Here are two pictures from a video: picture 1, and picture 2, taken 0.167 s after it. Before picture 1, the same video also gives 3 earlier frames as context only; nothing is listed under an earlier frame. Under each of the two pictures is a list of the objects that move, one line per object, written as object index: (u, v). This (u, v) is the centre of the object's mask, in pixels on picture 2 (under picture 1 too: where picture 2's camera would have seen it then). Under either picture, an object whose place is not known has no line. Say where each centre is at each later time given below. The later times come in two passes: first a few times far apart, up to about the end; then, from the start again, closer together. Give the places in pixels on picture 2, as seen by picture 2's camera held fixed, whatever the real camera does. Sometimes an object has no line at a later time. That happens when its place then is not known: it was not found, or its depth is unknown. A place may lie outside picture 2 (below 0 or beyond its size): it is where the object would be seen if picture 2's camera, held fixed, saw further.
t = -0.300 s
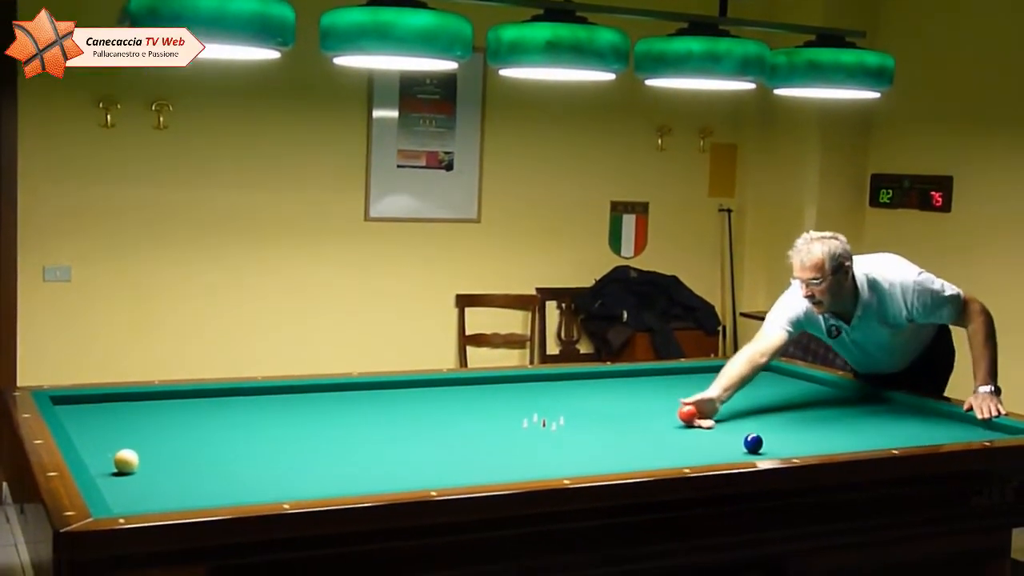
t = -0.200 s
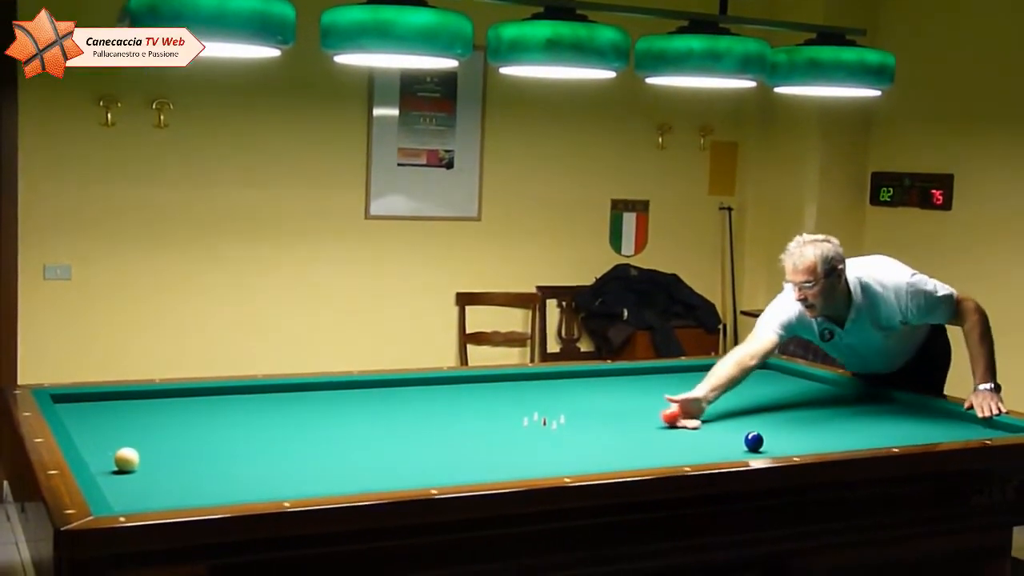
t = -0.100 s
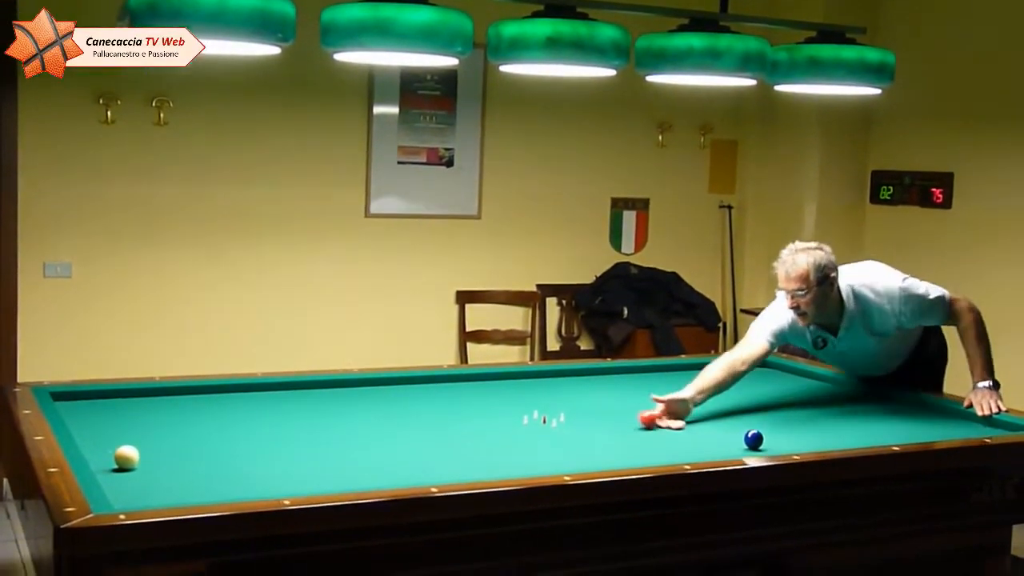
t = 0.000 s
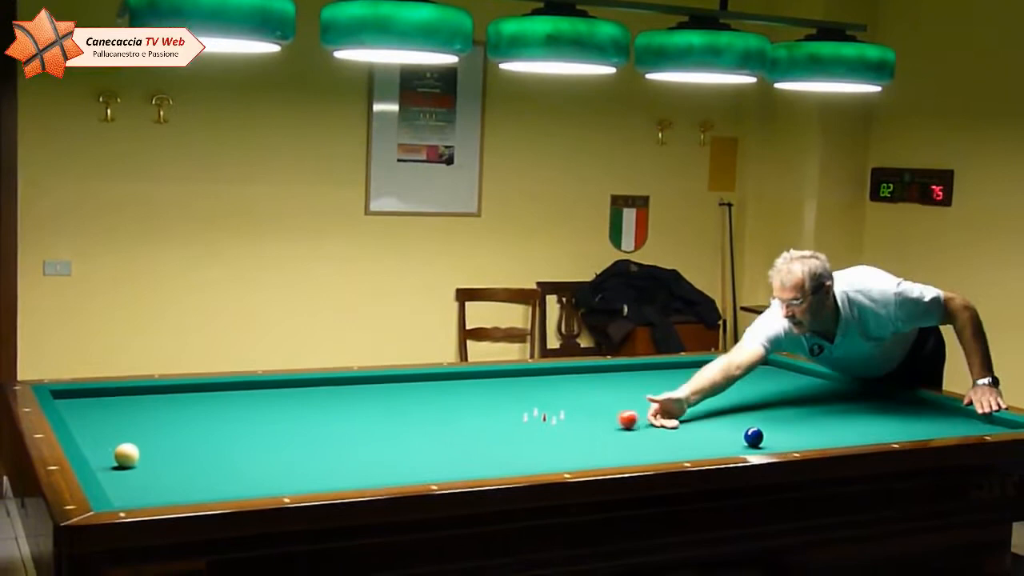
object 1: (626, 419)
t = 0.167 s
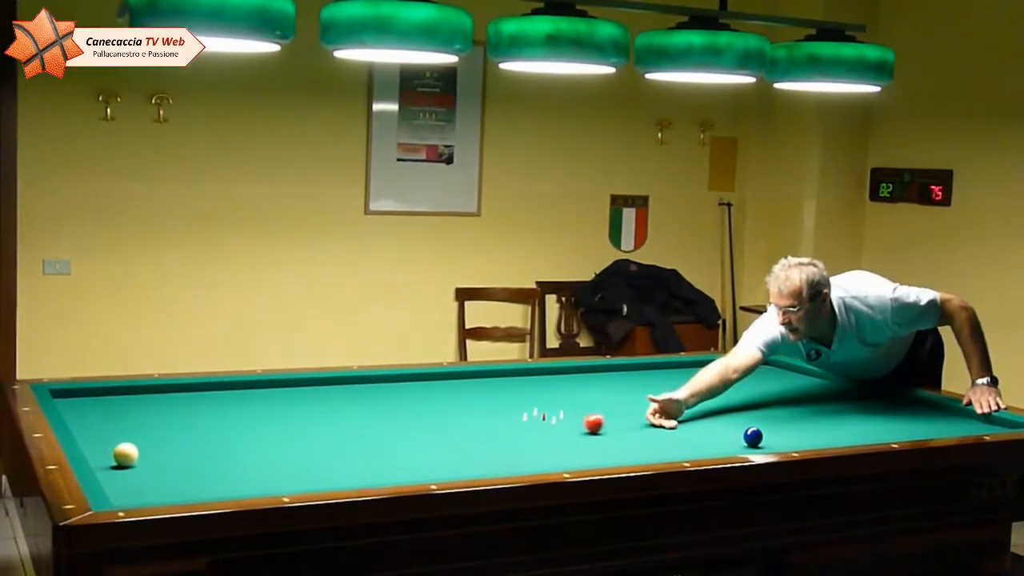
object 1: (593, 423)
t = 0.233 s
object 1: (579, 426)
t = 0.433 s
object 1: (537, 431)
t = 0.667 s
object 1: (486, 437)
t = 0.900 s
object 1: (432, 444)
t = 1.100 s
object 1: (384, 450)
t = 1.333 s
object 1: (325, 458)
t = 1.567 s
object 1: (264, 466)
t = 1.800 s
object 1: (199, 474)
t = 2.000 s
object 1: (142, 482)
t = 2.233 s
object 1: (144, 484)
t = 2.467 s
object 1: (184, 484)
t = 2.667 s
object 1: (216, 483)
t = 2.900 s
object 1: (252, 482)
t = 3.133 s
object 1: (288, 480)
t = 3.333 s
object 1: (316, 479)
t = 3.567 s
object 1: (349, 477)
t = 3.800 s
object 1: (379, 476)
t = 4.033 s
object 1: (409, 475)
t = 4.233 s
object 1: (434, 473)
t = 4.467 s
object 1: (460, 472)
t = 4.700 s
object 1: (482, 469)
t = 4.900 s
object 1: (498, 468)
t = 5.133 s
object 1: (517, 466)
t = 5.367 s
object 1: (535, 464)
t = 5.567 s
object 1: (549, 462)
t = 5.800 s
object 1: (564, 460)
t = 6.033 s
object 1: (578, 459)
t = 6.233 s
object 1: (589, 457)
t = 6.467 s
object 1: (603, 456)
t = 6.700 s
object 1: (616, 454)
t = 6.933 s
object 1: (627, 453)
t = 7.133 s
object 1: (637, 451)
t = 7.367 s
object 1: (647, 450)
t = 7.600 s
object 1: (657, 449)
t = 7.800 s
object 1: (665, 448)
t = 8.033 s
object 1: (674, 447)
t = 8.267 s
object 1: (684, 446)
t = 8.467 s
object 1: (690, 445)
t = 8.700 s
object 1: (697, 444)
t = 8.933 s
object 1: (705, 443)
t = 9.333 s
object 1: (715, 442)
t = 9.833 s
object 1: (726, 441)
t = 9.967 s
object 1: (728, 441)
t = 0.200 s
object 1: (587, 425)
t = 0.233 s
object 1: (579, 426)
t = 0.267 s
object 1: (572, 426)
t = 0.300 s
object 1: (565, 427)
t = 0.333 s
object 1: (559, 428)
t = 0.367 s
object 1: (552, 429)
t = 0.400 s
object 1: (545, 430)
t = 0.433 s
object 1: (537, 431)
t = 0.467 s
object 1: (530, 432)
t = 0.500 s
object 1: (523, 433)
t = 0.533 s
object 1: (516, 434)
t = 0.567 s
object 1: (508, 435)
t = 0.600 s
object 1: (501, 436)
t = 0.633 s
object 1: (493, 436)
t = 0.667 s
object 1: (486, 437)
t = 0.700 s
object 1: (478, 438)
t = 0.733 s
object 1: (471, 439)
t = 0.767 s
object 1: (463, 440)
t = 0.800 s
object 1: (455, 441)
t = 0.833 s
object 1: (448, 442)
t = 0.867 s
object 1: (440, 443)
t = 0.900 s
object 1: (432, 444)
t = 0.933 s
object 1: (425, 445)
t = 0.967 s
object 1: (417, 446)
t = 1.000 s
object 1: (409, 447)
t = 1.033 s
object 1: (401, 448)
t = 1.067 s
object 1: (392, 450)
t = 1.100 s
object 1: (384, 450)
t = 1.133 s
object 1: (376, 451)
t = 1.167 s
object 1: (368, 452)
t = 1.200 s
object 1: (359, 453)
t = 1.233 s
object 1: (351, 455)
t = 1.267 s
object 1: (343, 456)
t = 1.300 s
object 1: (334, 457)
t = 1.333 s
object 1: (325, 458)
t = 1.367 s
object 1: (317, 459)
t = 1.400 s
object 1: (308, 460)
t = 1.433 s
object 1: (300, 461)
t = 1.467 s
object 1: (291, 462)
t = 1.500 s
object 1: (282, 463)
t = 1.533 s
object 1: (273, 465)
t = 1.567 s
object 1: (264, 466)
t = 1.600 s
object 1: (255, 467)
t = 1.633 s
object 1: (246, 468)
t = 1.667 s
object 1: (237, 469)
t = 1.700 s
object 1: (228, 470)
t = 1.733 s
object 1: (218, 472)
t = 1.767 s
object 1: (209, 473)
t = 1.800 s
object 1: (199, 474)
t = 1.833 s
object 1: (190, 475)
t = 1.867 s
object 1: (180, 477)
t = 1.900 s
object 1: (170, 478)
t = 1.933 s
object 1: (161, 479)
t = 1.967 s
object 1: (151, 481)
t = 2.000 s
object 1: (142, 482)
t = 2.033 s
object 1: (131, 483)
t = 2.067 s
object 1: (121, 485)
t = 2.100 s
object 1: (114, 485)
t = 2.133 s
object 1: (120, 486)
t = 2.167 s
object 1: (128, 485)
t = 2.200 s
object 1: (136, 485)
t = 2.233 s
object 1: (144, 484)
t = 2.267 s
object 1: (150, 484)
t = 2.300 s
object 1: (156, 484)
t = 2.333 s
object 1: (162, 484)
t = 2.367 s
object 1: (167, 484)
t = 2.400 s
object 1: (173, 484)
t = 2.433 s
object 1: (178, 484)
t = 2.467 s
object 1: (184, 484)
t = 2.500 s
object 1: (189, 484)
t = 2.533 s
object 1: (195, 483)
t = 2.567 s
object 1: (200, 483)
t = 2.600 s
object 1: (206, 483)
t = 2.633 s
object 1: (211, 483)
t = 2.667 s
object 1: (216, 483)
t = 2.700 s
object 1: (221, 482)
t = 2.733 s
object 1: (226, 482)
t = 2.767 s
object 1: (232, 482)
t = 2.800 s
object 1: (237, 482)
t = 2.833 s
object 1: (242, 482)
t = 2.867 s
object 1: (247, 482)
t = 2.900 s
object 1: (252, 482)
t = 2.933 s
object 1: (258, 481)
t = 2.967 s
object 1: (262, 481)
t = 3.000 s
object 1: (268, 481)
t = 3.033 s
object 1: (273, 481)
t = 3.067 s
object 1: (278, 481)
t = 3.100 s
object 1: (282, 480)
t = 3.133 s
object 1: (288, 480)
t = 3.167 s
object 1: (292, 480)
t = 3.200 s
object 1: (297, 480)
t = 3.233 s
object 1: (302, 480)
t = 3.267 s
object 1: (307, 479)
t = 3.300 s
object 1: (311, 479)
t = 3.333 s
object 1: (316, 479)
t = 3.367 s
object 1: (321, 479)
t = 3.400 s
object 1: (325, 479)
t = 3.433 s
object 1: (330, 478)
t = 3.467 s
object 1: (334, 478)
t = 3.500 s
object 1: (339, 478)
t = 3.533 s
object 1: (344, 478)
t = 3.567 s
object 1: (349, 477)
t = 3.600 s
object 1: (353, 478)
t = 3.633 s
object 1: (357, 477)
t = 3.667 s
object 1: (362, 477)
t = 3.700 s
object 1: (366, 477)
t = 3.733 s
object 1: (371, 477)
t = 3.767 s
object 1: (375, 476)
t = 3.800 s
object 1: (379, 476)
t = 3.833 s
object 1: (383, 476)
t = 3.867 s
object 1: (388, 476)
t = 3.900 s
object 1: (392, 476)
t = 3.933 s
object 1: (396, 476)
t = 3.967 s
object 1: (400, 475)
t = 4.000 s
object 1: (405, 475)
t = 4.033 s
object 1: (409, 475)
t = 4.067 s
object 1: (413, 474)
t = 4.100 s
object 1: (417, 474)
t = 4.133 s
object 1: (421, 474)
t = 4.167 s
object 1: (425, 474)
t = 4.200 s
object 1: (429, 473)
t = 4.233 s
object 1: (434, 473)
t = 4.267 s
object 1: (437, 473)
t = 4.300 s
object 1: (441, 473)
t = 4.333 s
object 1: (446, 472)
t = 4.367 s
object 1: (449, 472)
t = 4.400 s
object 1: (453, 472)
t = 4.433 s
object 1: (457, 472)
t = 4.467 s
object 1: (460, 472)
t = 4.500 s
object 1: (463, 471)
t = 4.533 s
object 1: (466, 471)
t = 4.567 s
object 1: (469, 471)
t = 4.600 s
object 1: (472, 470)
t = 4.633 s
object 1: (475, 470)
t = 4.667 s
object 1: (478, 470)
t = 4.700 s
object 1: (482, 469)
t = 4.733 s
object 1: (484, 469)
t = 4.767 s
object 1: (487, 469)
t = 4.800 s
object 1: (490, 468)
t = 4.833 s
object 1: (493, 468)
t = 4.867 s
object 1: (496, 468)
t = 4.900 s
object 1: (498, 468)
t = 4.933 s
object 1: (501, 467)
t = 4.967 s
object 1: (504, 467)
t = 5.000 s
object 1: (507, 467)
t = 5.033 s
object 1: (509, 467)
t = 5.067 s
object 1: (512, 466)
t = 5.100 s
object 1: (515, 466)
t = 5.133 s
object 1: (517, 466)
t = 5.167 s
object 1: (520, 466)
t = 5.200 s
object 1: (522, 465)
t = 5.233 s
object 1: (525, 465)
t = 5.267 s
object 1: (527, 465)
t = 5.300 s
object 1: (530, 465)
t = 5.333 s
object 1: (532, 464)
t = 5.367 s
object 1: (535, 464)
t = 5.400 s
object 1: (537, 464)
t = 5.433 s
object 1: (539, 463)
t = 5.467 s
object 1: (541, 463)
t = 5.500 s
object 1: (544, 463)
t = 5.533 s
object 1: (546, 462)
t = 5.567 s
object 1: (549, 462)
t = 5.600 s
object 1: (551, 461)
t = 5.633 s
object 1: (554, 461)
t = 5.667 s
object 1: (556, 461)
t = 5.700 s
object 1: (558, 461)
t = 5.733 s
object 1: (560, 461)
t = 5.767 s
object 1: (562, 461)
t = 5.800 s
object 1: (564, 460)
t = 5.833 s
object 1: (566, 460)
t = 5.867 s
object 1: (568, 460)
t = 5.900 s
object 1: (570, 460)
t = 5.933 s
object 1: (572, 460)
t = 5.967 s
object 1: (574, 459)
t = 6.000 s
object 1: (576, 459)
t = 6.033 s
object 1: (578, 459)
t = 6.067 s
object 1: (580, 459)
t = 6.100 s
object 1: (582, 458)
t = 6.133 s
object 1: (584, 458)
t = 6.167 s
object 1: (586, 458)
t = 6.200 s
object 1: (587, 458)
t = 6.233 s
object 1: (589, 457)
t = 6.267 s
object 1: (591, 457)
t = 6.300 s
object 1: (593, 457)
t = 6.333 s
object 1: (595, 457)
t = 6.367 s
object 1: (597, 456)
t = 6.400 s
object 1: (599, 456)
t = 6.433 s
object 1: (600, 457)
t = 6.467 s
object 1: (603, 456)
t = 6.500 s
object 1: (605, 456)
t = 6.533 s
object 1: (607, 456)
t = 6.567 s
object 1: (608, 455)
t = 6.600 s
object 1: (609, 455)
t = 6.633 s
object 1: (611, 455)
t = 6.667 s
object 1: (613, 455)
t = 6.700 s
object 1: (616, 454)
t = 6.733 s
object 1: (617, 454)
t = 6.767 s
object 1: (619, 454)
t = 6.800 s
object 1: (621, 454)
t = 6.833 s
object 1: (622, 453)
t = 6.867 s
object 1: (625, 453)
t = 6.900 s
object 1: (626, 453)
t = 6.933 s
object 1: (627, 453)
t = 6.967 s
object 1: (629, 453)
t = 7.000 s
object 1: (631, 453)
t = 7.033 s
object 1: (632, 452)
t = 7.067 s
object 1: (634, 452)
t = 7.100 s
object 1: (636, 452)
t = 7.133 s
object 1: (637, 451)
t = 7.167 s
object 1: (639, 451)
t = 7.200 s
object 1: (640, 451)
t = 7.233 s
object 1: (642, 451)
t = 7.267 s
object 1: (643, 451)
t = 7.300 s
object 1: (645, 450)
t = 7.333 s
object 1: (646, 450)
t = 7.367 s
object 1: (647, 450)
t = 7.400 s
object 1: (649, 450)
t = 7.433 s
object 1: (650, 450)
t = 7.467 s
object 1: (652, 450)
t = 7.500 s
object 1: (653, 449)
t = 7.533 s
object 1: (654, 450)
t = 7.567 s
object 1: (656, 449)
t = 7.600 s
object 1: (657, 449)
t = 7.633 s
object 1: (659, 449)
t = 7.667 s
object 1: (660, 449)
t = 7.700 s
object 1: (661, 448)
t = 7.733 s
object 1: (663, 448)
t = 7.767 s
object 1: (664, 448)
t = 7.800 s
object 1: (665, 448)
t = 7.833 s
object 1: (667, 448)
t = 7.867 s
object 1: (668, 448)
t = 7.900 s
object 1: (670, 448)
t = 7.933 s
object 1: (671, 447)
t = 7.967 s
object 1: (672, 447)
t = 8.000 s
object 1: (673, 447)
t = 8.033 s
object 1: (674, 447)
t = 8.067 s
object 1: (676, 447)
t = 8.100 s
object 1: (677, 447)
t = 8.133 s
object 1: (679, 446)
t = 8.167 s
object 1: (680, 446)
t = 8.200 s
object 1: (681, 446)
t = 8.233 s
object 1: (682, 446)
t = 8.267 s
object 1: (684, 446)
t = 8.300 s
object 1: (685, 446)
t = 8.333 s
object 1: (686, 446)
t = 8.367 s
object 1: (687, 446)
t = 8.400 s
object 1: (688, 445)
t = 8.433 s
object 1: (689, 445)
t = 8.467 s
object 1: (690, 445)
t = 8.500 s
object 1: (691, 445)
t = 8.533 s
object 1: (692, 445)
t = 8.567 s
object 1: (694, 445)
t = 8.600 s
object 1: (695, 444)
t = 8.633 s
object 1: (696, 444)
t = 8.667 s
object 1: (696, 444)
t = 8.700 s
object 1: (697, 444)
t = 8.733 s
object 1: (699, 444)
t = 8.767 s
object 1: (700, 444)
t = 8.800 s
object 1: (701, 444)
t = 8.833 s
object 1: (702, 444)
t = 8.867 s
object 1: (703, 444)
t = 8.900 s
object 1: (704, 444)
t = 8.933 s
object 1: (705, 443)
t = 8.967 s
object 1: (706, 443)
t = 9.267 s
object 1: (713, 443)
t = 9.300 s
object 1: (714, 442)
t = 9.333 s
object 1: (715, 442)
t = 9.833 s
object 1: (726, 441)
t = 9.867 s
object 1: (727, 441)
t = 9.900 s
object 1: (727, 441)
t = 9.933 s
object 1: (728, 440)
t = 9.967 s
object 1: (728, 441)
